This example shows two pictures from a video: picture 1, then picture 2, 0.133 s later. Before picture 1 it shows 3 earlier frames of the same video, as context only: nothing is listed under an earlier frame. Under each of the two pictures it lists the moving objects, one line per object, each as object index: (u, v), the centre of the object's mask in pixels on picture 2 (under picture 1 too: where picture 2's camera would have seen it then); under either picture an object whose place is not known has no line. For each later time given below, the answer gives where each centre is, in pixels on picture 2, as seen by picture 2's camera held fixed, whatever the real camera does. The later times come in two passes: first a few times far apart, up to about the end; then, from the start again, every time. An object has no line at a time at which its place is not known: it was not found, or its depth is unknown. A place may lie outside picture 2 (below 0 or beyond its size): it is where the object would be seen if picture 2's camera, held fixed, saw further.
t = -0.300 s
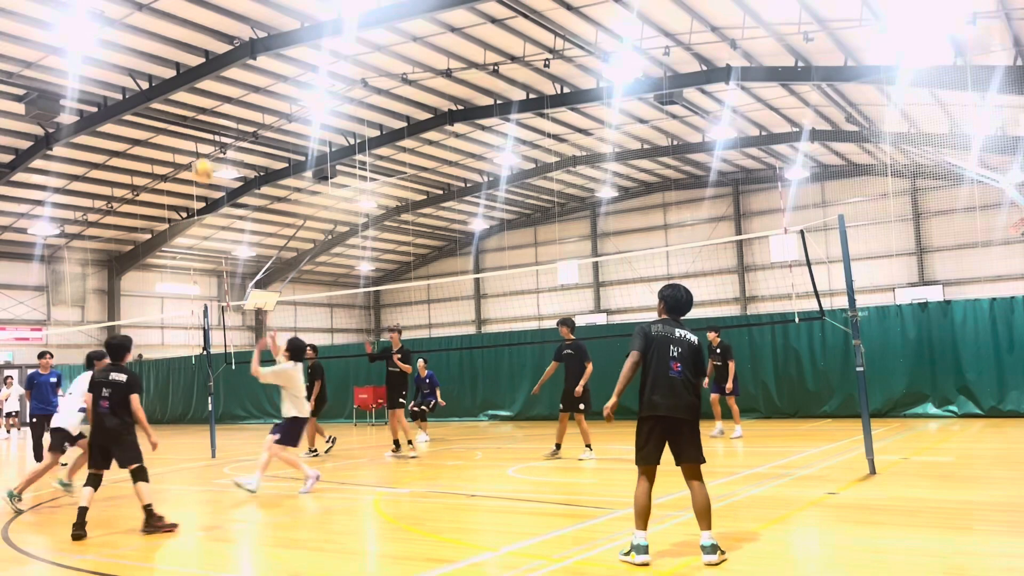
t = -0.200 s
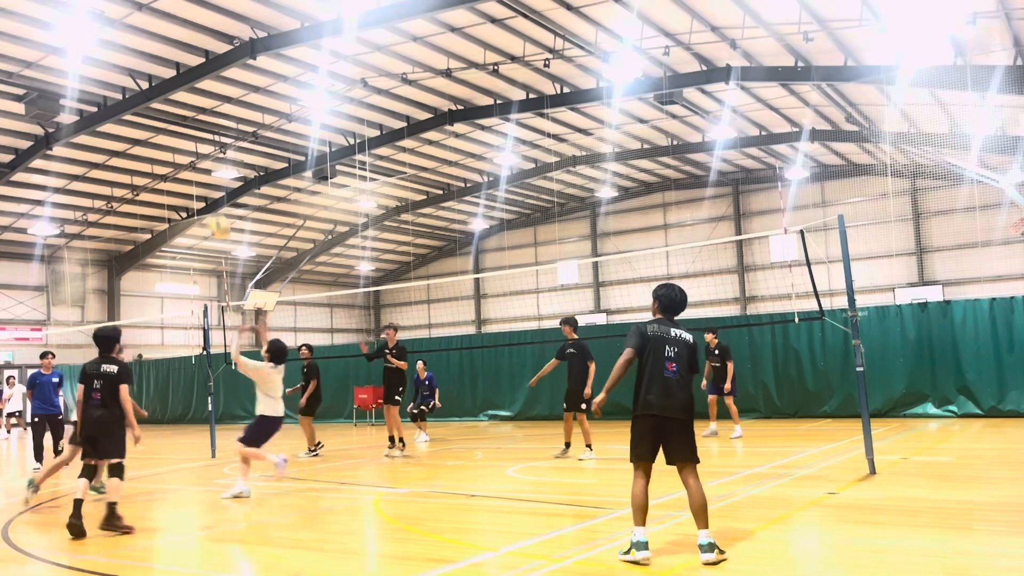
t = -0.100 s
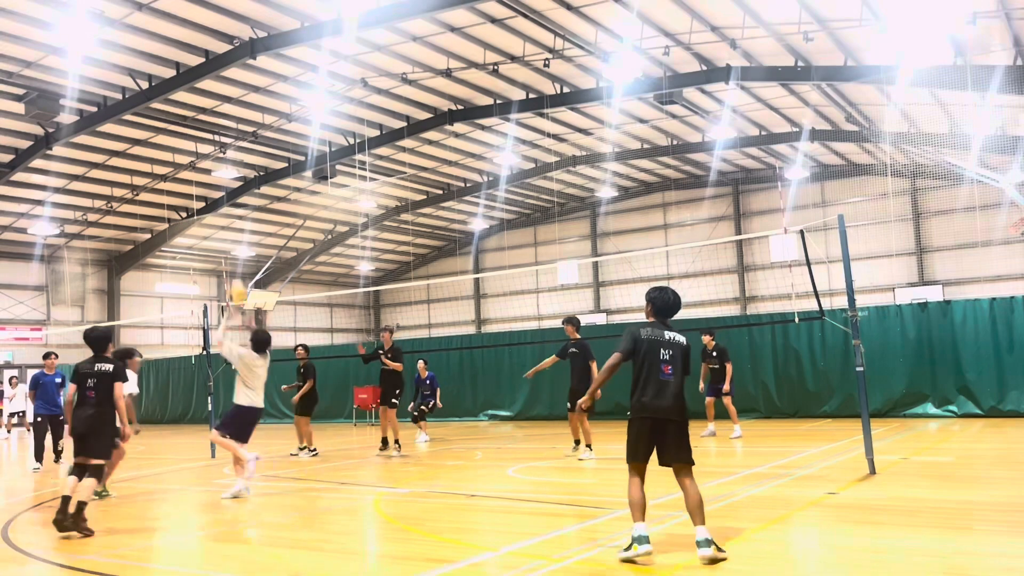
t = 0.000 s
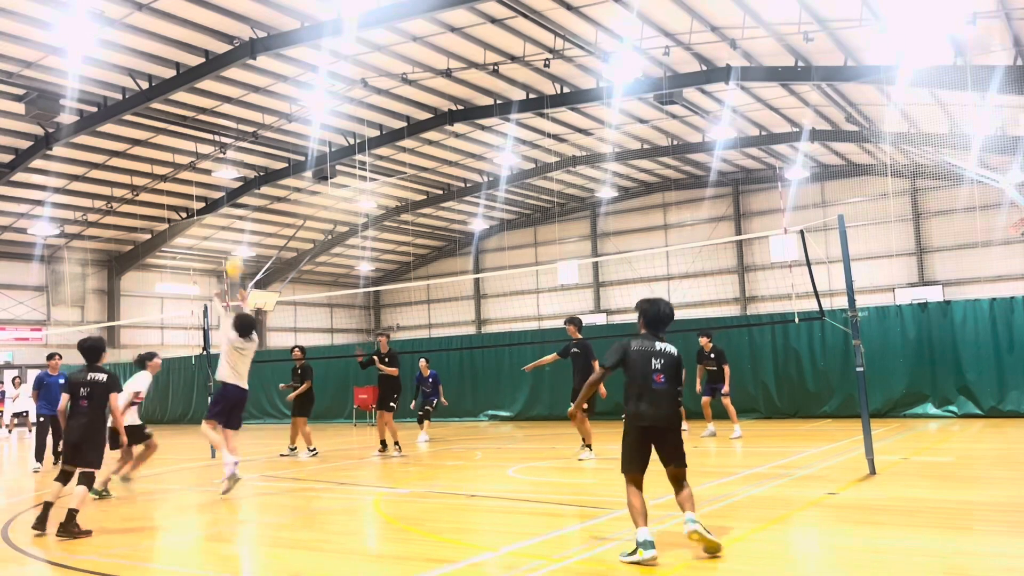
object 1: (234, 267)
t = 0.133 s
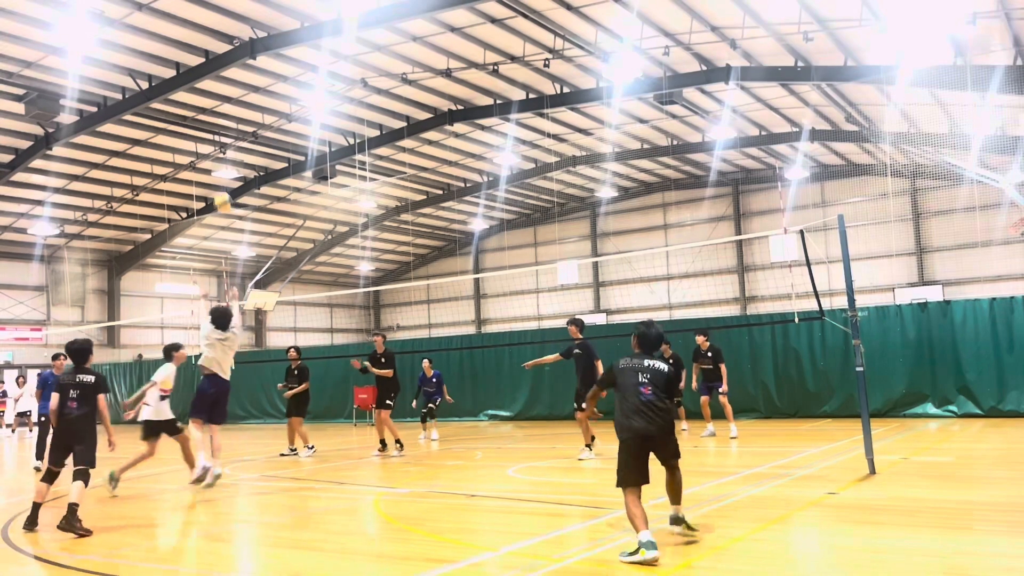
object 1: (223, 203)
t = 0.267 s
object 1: (212, 161)
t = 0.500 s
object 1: (195, 130)
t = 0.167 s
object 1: (220, 190)
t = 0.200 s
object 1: (217, 180)
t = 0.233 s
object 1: (214, 169)
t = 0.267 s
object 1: (212, 161)
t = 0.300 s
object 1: (210, 153)
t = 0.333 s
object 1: (207, 147)
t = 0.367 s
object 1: (204, 142)
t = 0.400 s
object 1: (202, 138)
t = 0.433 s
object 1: (200, 134)
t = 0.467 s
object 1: (197, 132)
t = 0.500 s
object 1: (195, 130)
